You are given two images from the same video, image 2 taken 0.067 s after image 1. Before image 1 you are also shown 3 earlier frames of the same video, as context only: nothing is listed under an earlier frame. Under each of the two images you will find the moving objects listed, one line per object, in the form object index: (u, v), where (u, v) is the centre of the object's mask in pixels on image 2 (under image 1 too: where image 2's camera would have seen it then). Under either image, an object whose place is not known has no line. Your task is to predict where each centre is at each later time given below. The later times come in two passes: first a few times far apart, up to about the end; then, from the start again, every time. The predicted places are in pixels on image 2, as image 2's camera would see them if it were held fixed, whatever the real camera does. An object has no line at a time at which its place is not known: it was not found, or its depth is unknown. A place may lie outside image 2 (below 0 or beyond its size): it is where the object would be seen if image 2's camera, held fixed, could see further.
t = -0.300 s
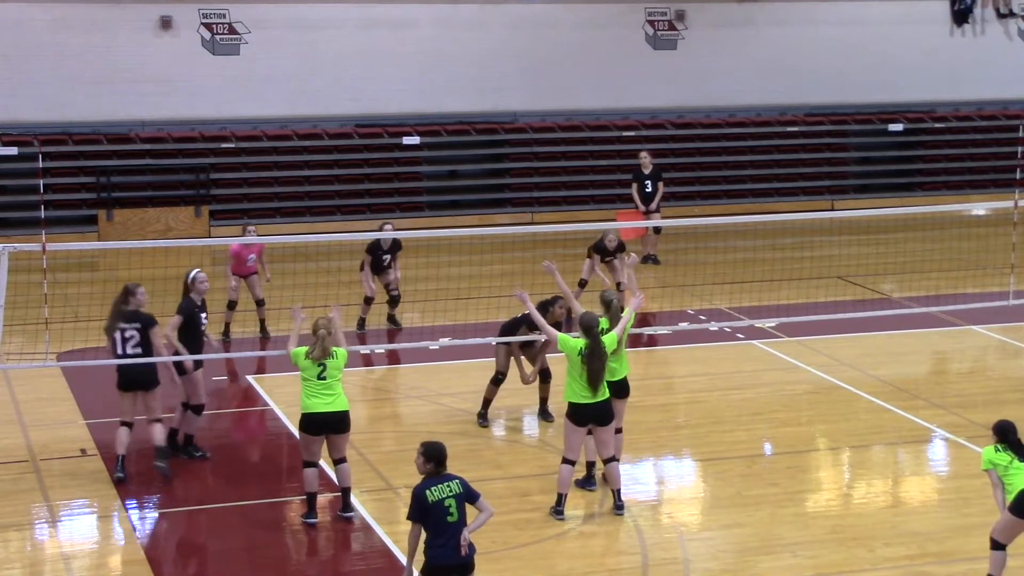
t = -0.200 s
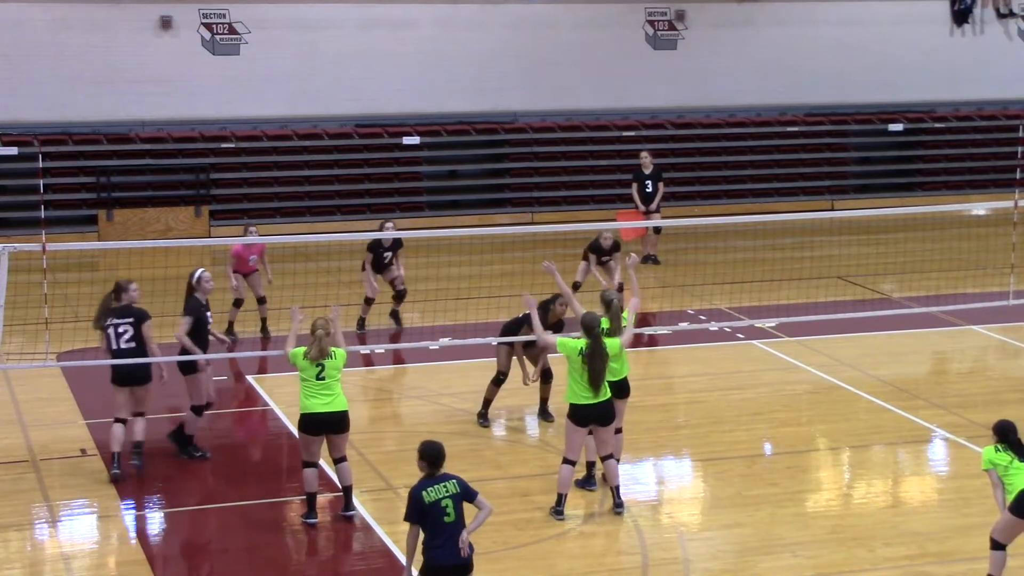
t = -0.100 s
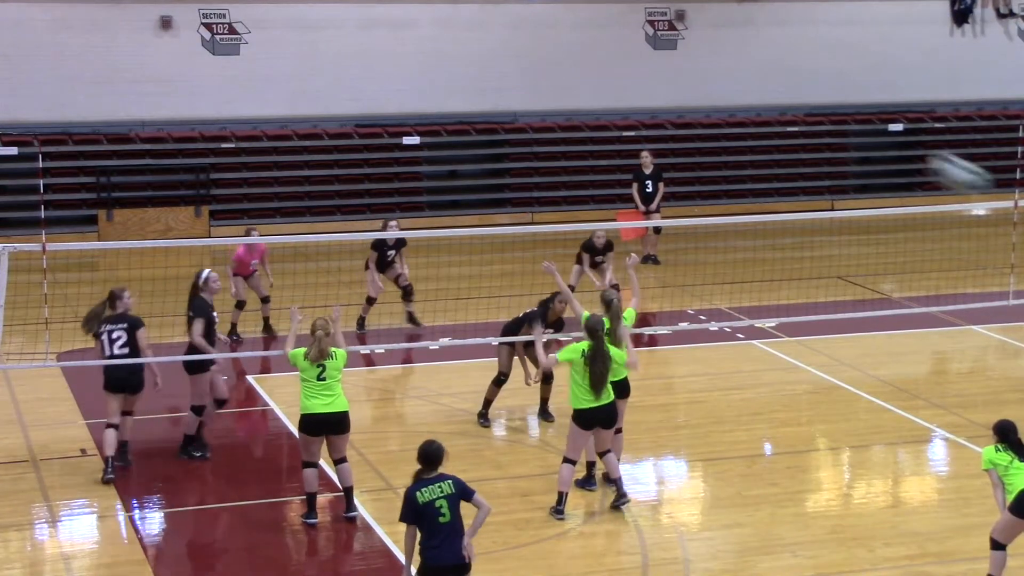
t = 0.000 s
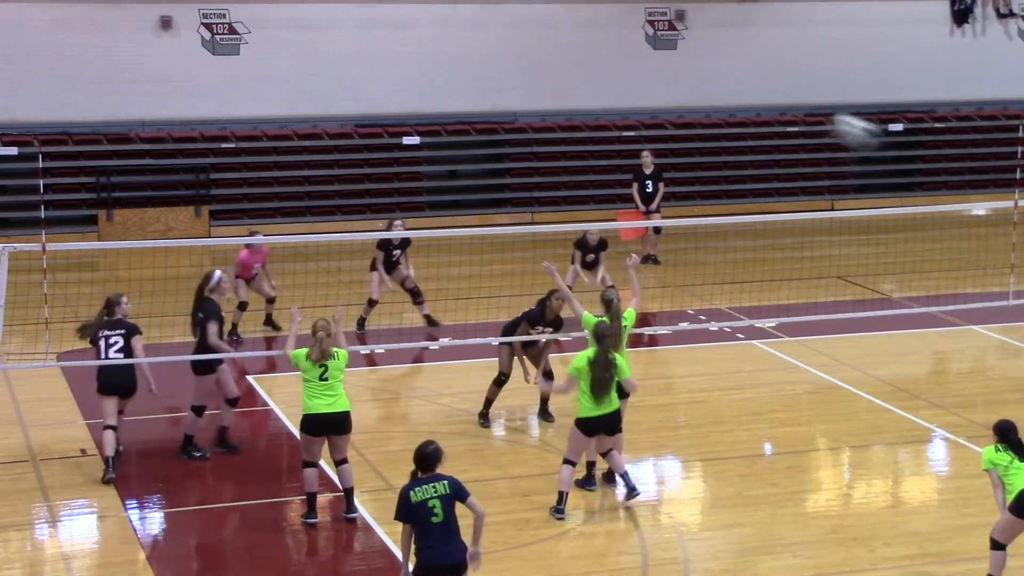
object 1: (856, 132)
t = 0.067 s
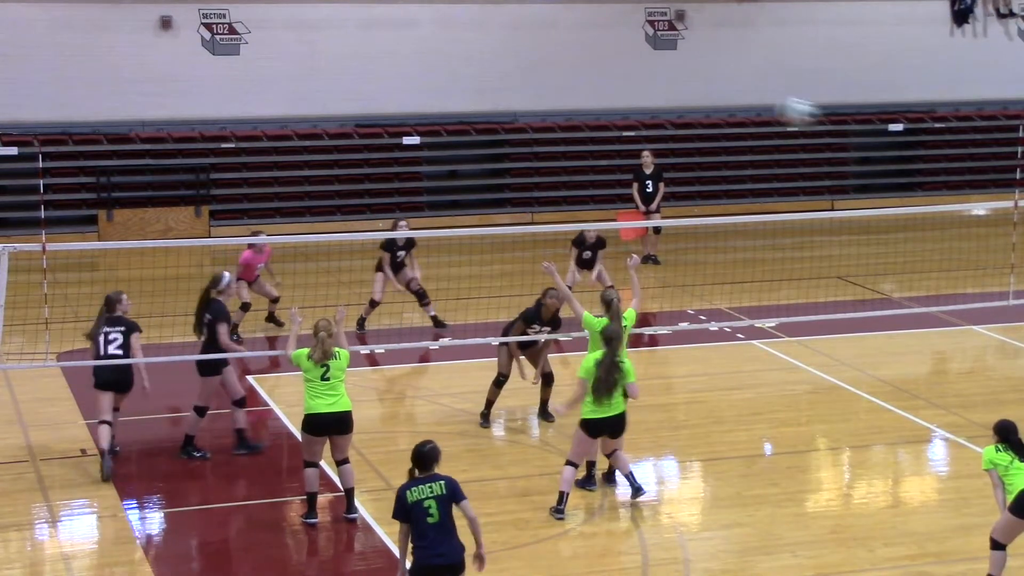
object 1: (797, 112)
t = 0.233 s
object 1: (694, 96)
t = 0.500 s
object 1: (589, 135)
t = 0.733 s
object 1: (531, 203)
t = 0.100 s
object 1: (773, 106)
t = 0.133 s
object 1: (751, 102)
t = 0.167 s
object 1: (731, 99)
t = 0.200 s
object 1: (710, 97)
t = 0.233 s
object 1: (694, 96)
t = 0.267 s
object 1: (678, 98)
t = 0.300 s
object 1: (662, 102)
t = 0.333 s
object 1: (650, 105)
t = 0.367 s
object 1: (635, 109)
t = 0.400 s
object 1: (623, 115)
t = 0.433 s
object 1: (611, 121)
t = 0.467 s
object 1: (600, 128)
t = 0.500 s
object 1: (589, 135)
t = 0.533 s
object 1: (579, 144)
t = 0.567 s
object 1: (571, 151)
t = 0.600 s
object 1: (562, 161)
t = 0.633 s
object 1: (554, 171)
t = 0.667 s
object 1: (546, 182)
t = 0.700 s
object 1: (538, 193)
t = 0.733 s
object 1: (531, 203)
